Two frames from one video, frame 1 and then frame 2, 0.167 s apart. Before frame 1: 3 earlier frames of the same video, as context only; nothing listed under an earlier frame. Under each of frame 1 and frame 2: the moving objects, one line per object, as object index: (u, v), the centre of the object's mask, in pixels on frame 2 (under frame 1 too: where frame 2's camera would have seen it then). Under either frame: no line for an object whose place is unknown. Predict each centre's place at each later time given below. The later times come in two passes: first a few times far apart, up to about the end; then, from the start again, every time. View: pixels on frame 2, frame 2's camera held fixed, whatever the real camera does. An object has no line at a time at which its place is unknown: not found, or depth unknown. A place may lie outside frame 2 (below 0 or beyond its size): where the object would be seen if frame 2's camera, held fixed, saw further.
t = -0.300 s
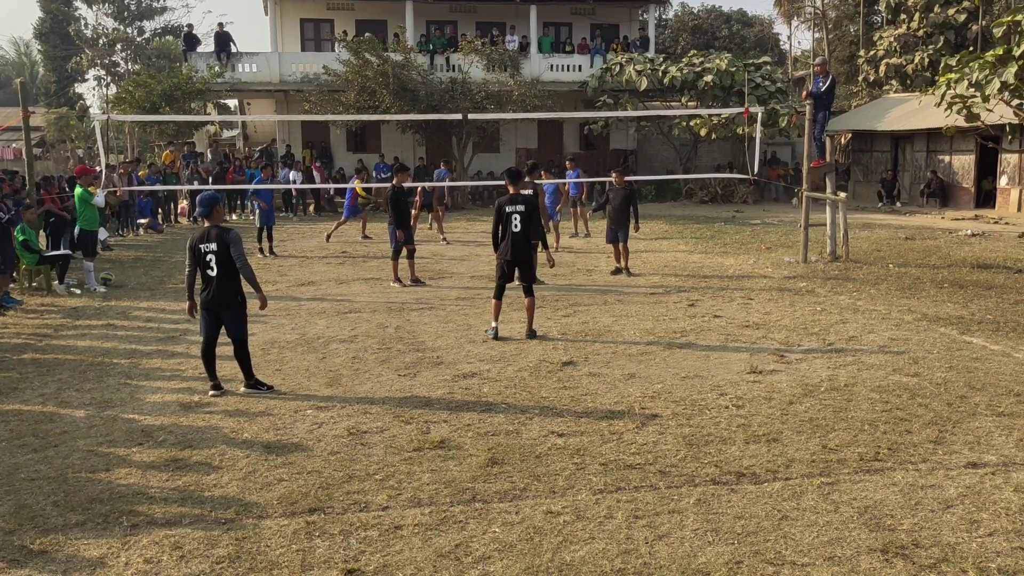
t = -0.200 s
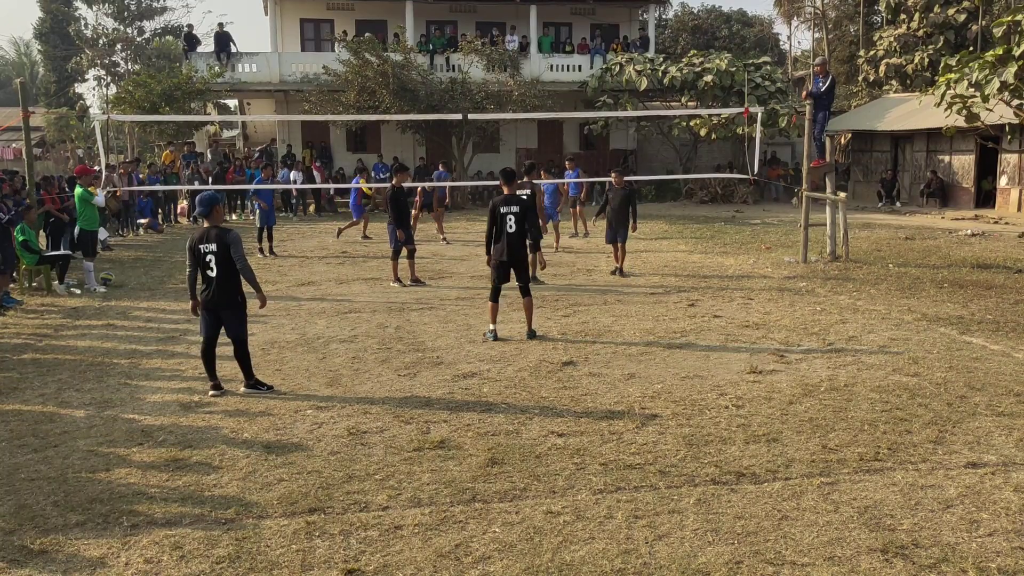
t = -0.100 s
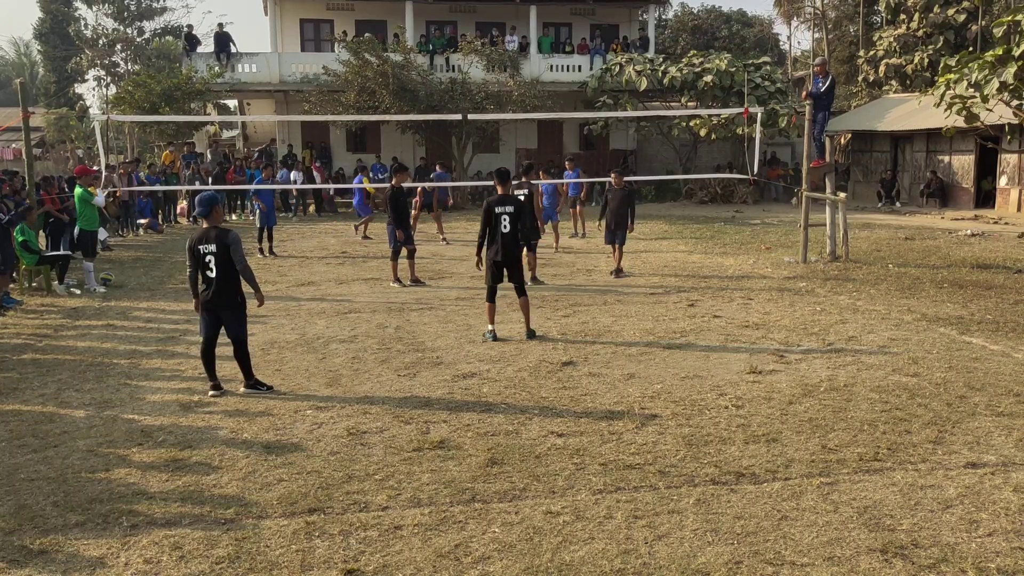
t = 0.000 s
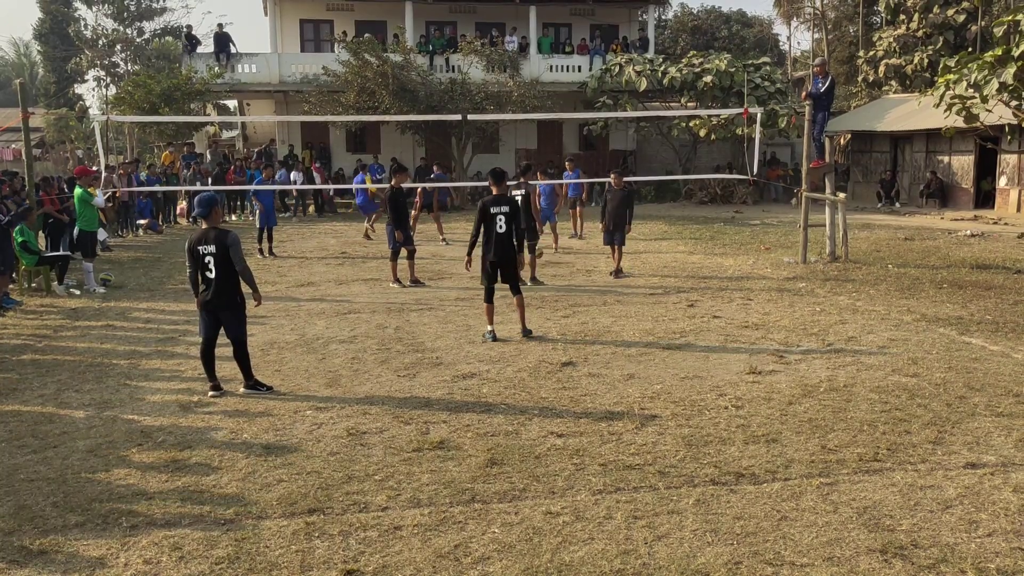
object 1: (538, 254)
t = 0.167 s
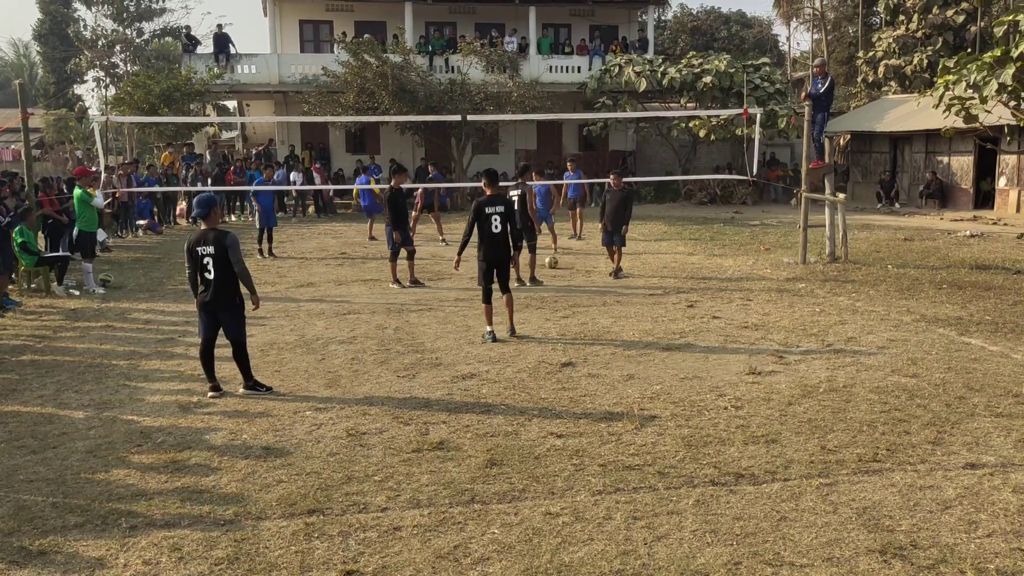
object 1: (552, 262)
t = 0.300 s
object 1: (563, 266)
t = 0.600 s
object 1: (591, 276)
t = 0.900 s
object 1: (623, 290)
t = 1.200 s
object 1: (660, 311)
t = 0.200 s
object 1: (555, 263)
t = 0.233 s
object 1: (557, 263)
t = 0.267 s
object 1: (560, 265)
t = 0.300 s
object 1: (563, 266)
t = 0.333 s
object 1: (566, 265)
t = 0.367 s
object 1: (569, 264)
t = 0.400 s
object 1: (572, 265)
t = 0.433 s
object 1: (575, 266)
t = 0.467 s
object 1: (578, 269)
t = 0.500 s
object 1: (581, 272)
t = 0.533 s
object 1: (584, 276)
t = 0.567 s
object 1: (587, 276)
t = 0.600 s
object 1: (591, 276)
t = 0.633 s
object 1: (593, 276)
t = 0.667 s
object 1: (597, 277)
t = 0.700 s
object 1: (600, 279)
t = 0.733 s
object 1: (604, 282)
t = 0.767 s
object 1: (608, 286)
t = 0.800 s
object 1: (611, 288)
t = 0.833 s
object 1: (615, 287)
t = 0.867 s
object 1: (619, 288)
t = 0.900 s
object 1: (623, 290)
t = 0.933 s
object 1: (627, 293)
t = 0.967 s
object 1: (631, 297)
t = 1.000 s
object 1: (635, 301)
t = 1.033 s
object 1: (639, 300)
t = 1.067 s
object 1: (643, 300)
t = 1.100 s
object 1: (647, 301)
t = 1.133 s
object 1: (651, 303)
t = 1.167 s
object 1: (655, 307)
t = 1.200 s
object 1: (660, 311)
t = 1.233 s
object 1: (664, 315)
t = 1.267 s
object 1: (668, 314)
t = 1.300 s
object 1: (673, 313)
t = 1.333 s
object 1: (677, 314)
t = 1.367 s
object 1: (681, 316)
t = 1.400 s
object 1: (686, 319)
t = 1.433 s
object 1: (690, 322)
